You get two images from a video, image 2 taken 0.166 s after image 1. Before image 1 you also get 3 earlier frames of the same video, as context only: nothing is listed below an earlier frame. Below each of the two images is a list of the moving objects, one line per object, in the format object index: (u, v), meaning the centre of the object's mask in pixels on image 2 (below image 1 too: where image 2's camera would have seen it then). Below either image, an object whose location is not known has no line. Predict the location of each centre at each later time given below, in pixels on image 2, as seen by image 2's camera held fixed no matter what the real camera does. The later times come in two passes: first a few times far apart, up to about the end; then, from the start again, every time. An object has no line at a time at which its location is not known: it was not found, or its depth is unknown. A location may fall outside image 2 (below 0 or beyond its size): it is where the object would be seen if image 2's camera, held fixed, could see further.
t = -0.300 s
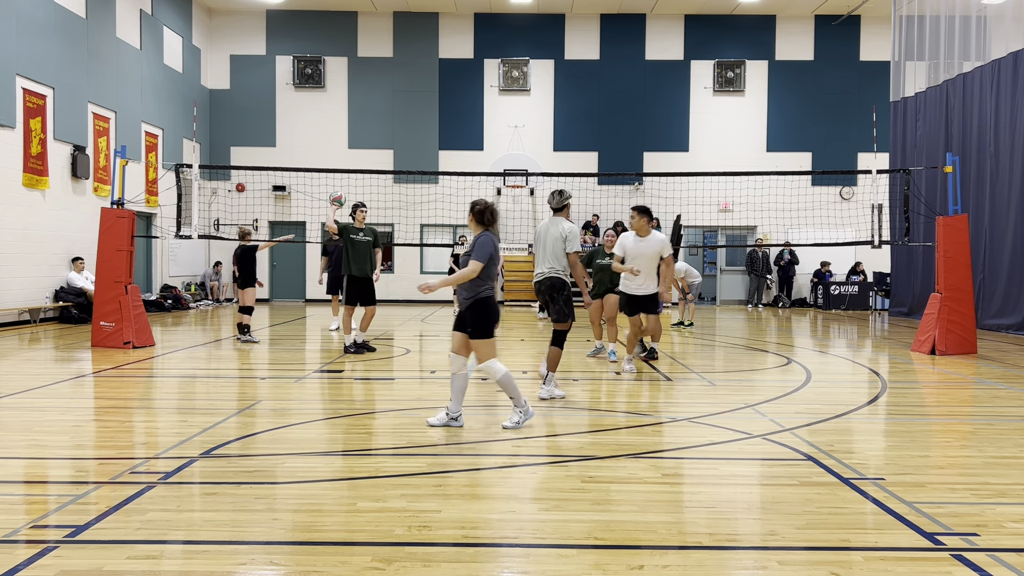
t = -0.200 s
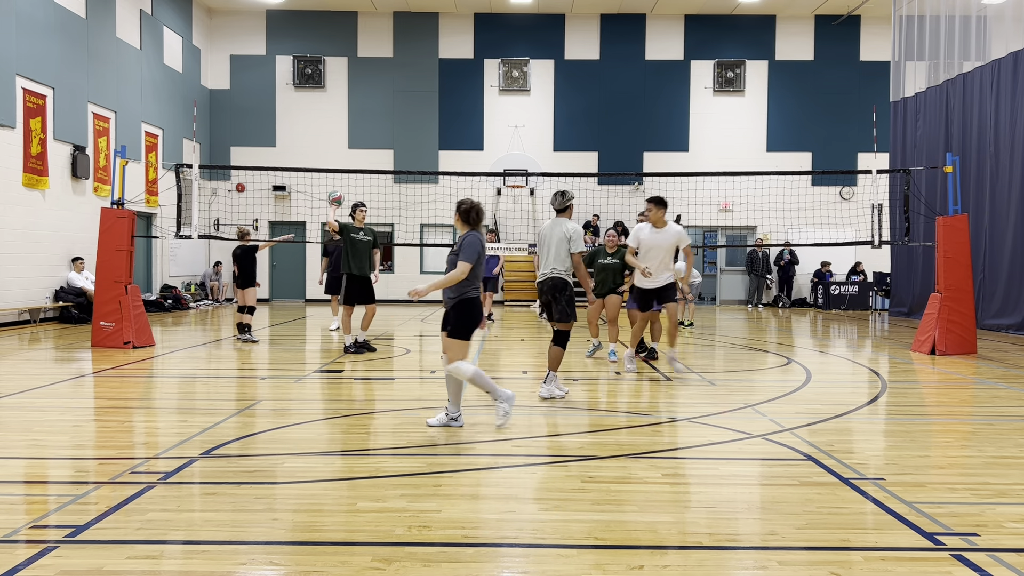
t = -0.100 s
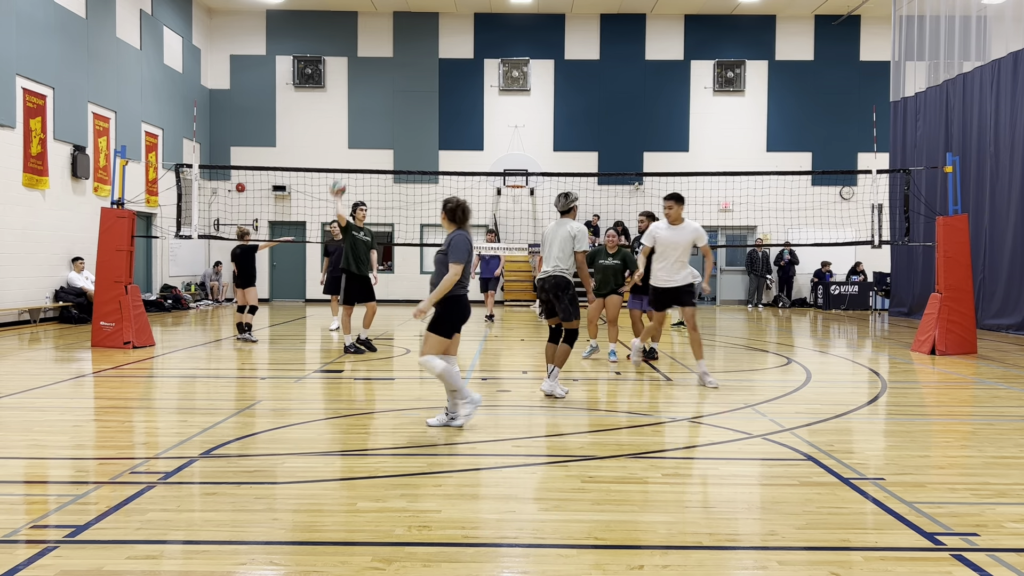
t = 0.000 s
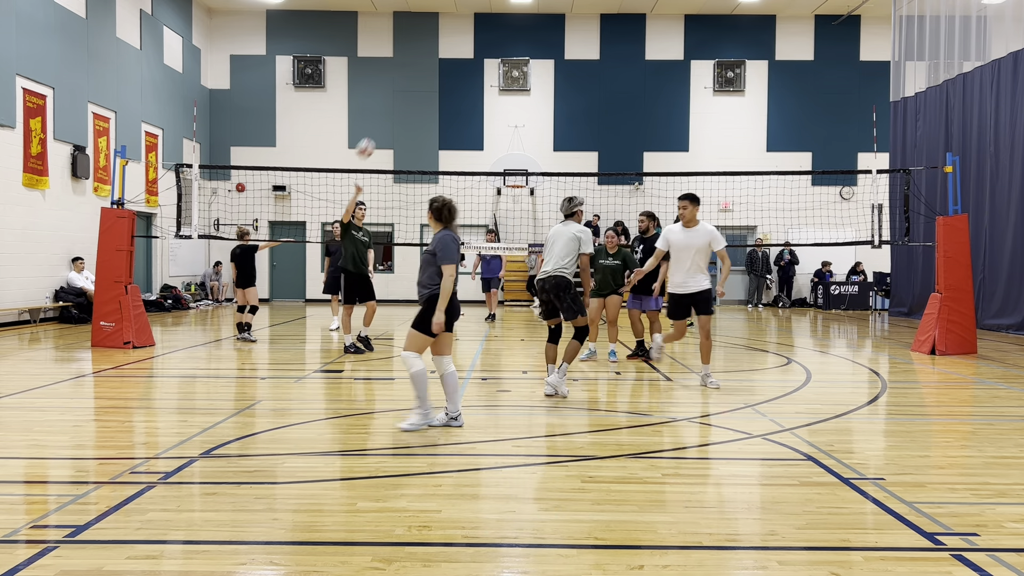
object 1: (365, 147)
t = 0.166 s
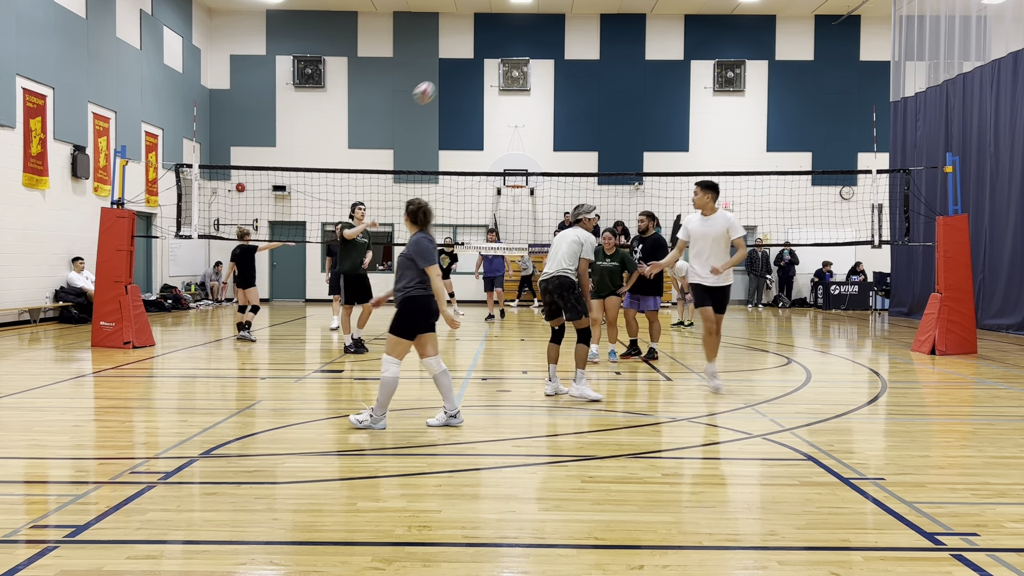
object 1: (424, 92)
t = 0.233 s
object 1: (451, 75)
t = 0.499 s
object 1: (577, 40)
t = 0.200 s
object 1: (437, 82)
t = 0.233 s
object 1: (451, 75)
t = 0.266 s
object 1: (465, 67)
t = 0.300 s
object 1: (479, 60)
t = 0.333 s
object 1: (495, 53)
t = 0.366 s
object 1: (510, 48)
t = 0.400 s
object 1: (526, 45)
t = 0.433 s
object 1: (543, 43)
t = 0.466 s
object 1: (558, 41)
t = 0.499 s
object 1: (577, 40)
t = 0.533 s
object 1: (599, 41)
